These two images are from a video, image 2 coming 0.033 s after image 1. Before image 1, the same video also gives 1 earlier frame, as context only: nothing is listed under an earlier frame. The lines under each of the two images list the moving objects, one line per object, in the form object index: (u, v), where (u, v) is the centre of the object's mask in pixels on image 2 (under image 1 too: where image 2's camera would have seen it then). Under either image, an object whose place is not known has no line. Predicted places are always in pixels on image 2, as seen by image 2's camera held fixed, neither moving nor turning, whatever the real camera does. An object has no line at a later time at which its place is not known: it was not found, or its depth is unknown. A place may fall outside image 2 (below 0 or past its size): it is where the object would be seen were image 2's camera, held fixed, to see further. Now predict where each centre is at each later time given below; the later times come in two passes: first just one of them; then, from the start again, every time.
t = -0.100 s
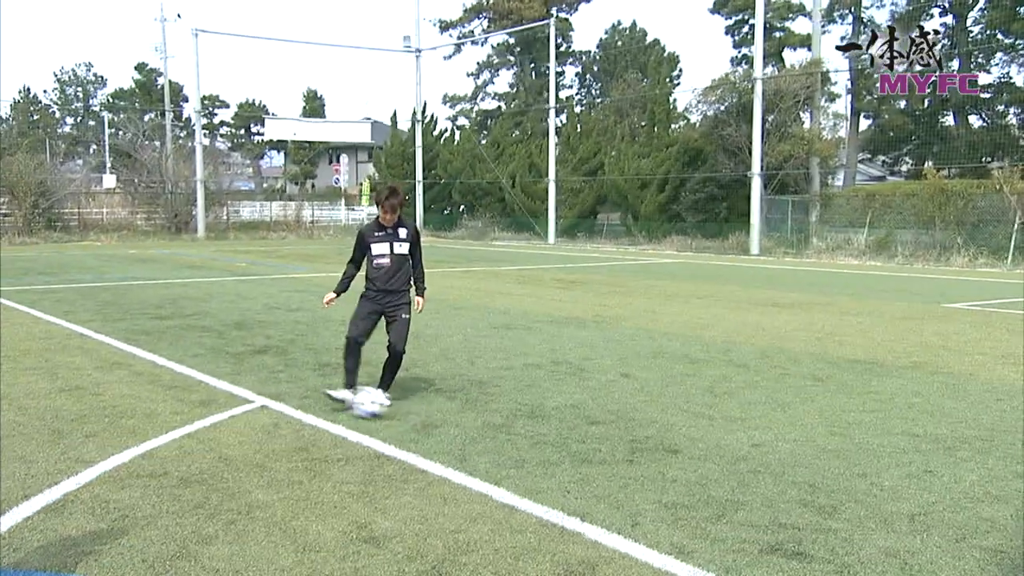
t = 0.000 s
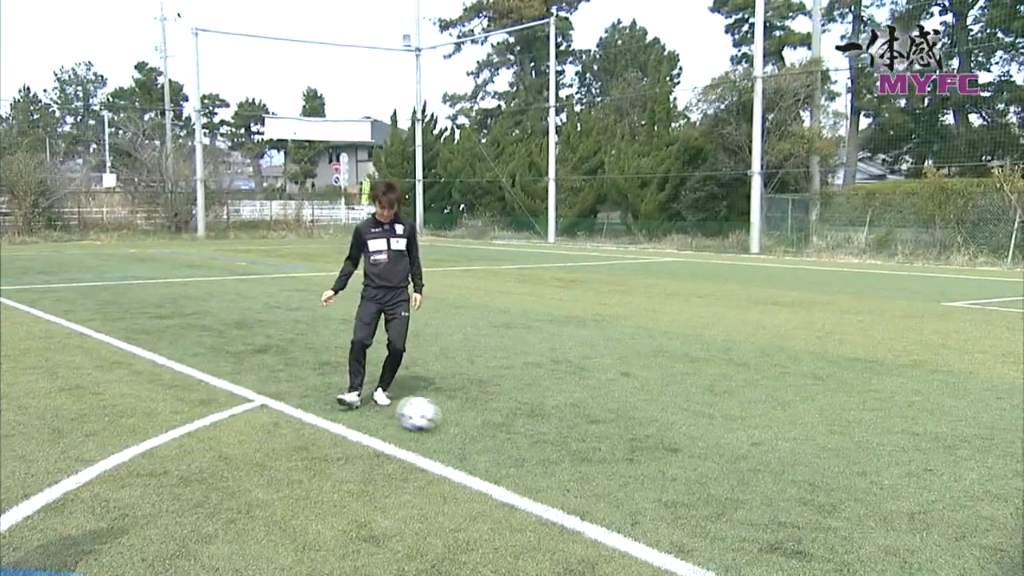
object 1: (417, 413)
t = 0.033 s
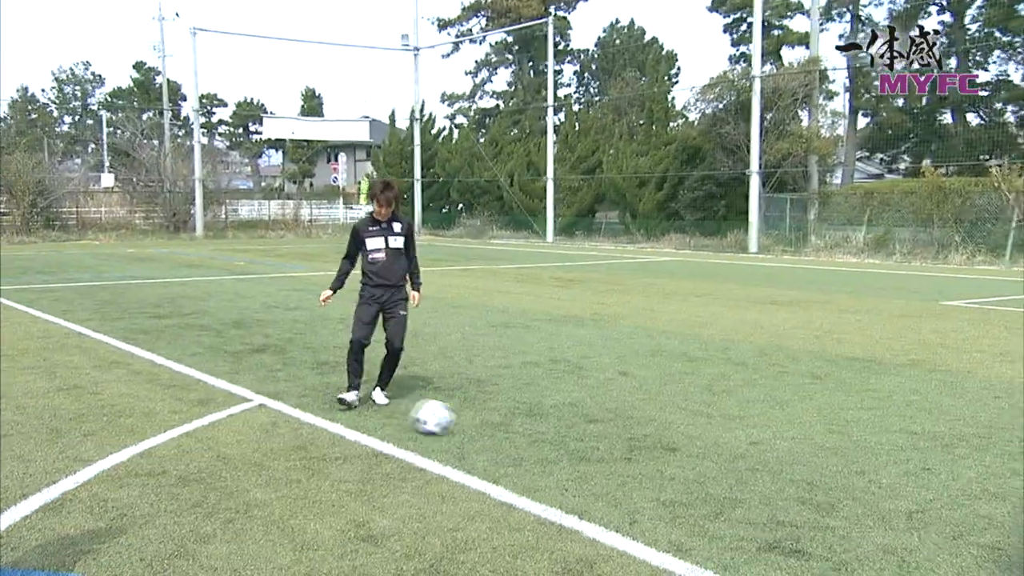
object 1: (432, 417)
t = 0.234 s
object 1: (532, 442)
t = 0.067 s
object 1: (449, 421)
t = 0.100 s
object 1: (465, 425)
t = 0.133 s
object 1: (482, 429)
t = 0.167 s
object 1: (499, 433)
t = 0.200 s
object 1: (515, 438)
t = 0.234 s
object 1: (532, 442)
